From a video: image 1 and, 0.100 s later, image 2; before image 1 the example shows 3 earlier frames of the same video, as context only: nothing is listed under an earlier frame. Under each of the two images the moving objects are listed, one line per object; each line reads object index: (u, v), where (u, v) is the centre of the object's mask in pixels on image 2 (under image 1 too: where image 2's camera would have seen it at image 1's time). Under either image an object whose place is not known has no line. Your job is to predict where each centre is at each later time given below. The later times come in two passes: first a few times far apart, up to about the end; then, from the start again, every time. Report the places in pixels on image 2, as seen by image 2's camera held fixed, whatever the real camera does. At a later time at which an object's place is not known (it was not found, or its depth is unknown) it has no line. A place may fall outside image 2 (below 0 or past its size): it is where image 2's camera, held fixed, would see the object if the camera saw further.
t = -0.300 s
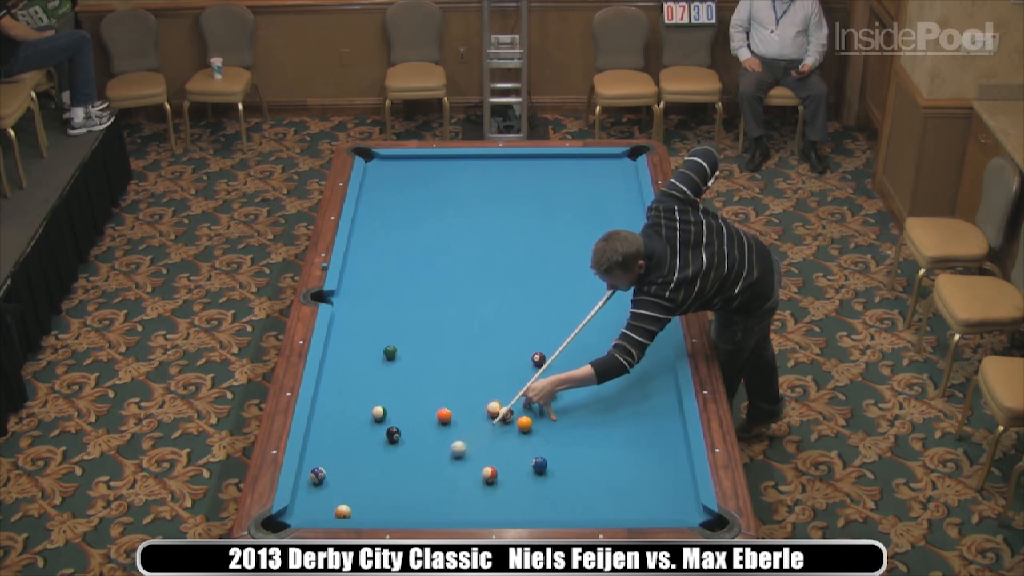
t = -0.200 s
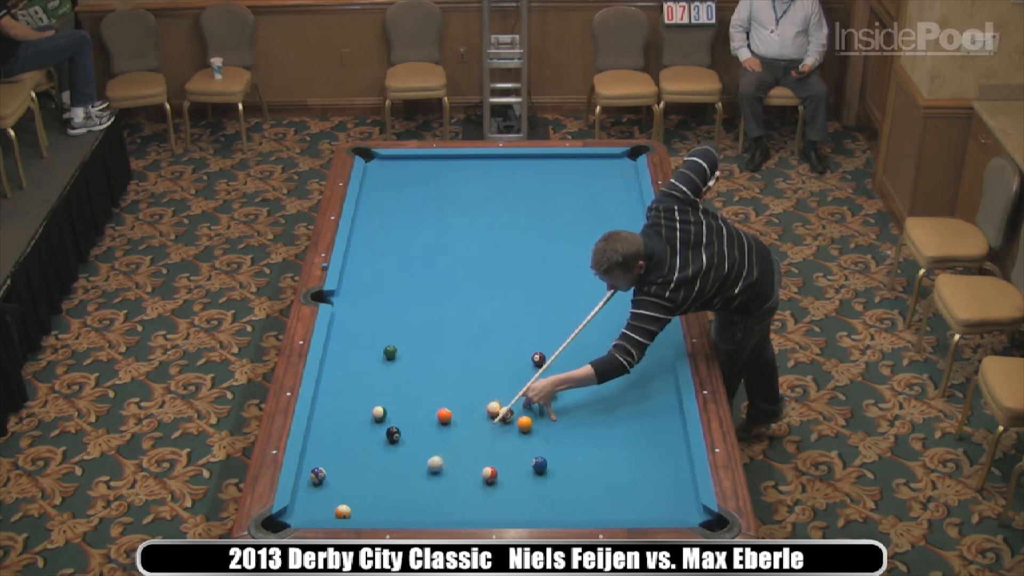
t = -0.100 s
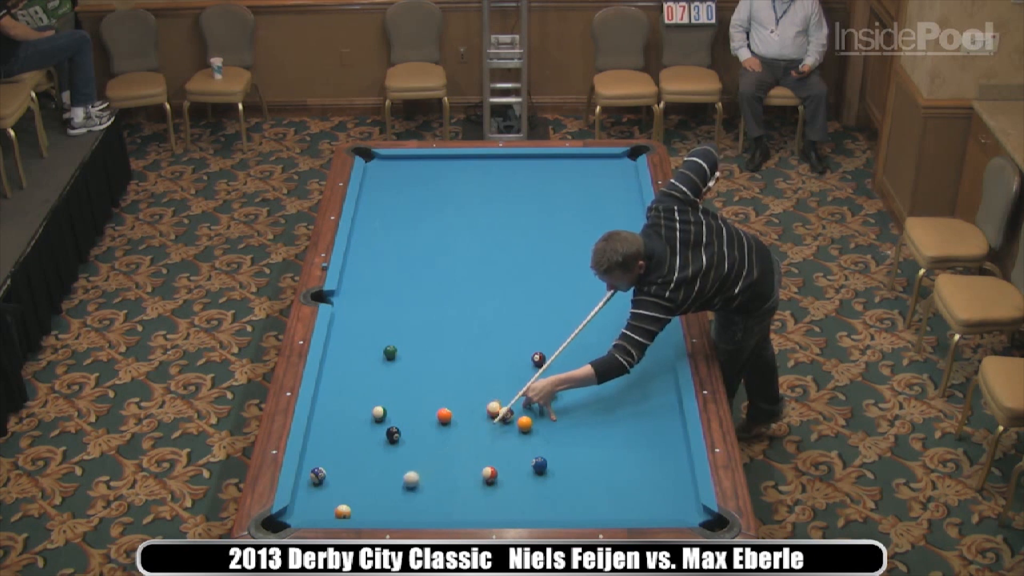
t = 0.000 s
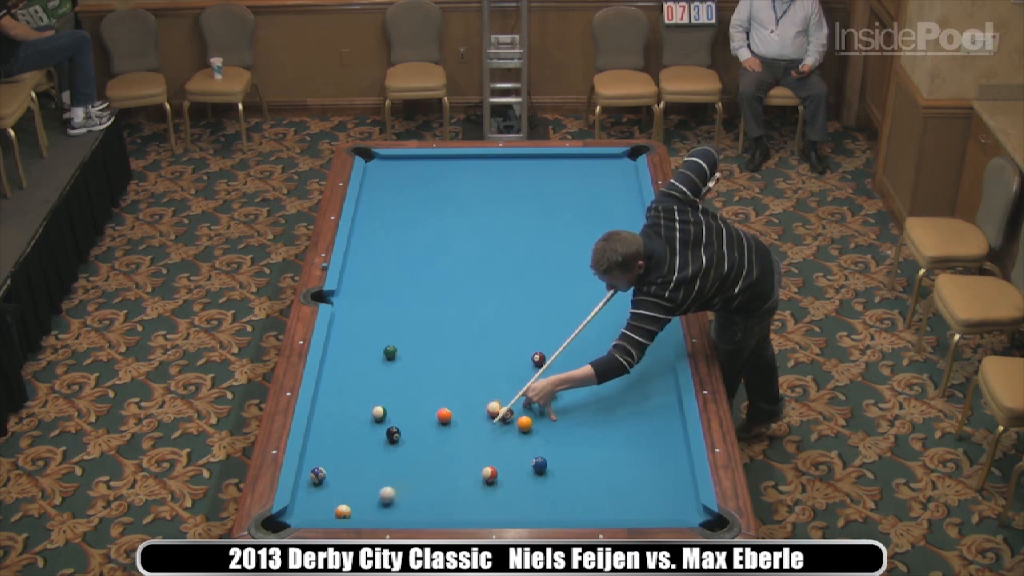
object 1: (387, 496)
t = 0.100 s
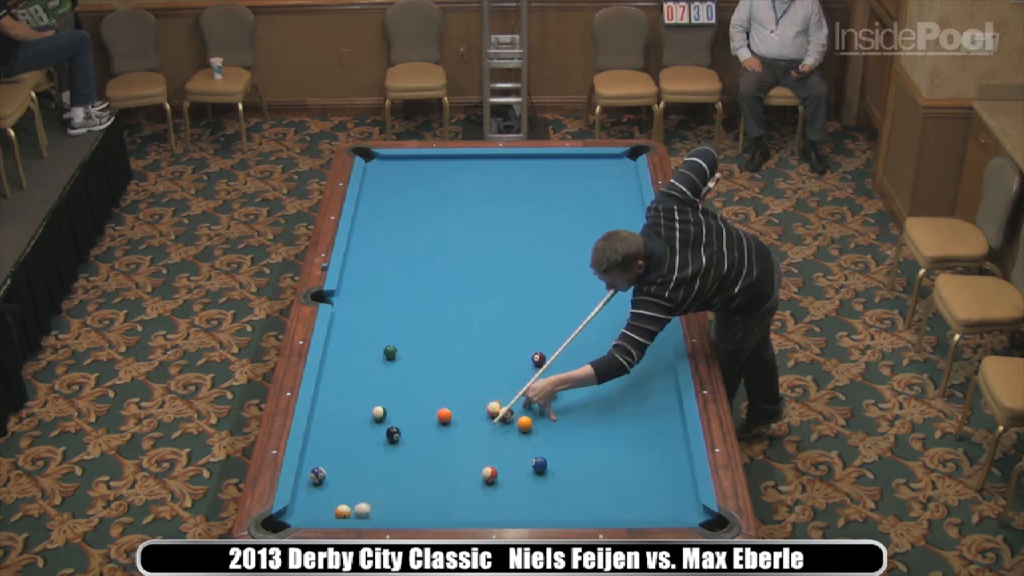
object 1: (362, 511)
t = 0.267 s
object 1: (359, 506)
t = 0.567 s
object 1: (357, 482)
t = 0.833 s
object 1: (355, 463)
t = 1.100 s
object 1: (353, 446)
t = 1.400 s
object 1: (351, 428)
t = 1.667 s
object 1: (349, 415)
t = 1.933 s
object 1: (347, 402)
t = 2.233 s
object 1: (346, 390)
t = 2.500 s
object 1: (344, 379)
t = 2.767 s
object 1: (343, 371)
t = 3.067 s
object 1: (341, 362)
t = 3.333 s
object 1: (341, 354)
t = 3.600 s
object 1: (340, 348)
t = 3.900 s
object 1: (340, 342)
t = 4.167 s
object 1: (340, 338)
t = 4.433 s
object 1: (339, 334)
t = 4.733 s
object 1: (340, 331)
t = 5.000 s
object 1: (340, 329)
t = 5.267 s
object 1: (340, 328)
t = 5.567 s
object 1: (340, 328)
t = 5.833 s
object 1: (340, 328)
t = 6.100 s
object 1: (340, 328)
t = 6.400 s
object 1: (340, 328)
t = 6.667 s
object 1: (340, 327)
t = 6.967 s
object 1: (340, 327)
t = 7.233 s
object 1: (340, 327)
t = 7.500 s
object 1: (340, 327)
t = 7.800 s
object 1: (340, 327)
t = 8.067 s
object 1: (340, 327)
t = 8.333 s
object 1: (340, 327)
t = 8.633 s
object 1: (340, 327)
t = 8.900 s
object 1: (340, 327)
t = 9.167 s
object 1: (340, 327)
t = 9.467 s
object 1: (340, 327)
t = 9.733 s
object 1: (340, 327)
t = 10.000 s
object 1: (340, 327)
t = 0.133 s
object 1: (359, 513)
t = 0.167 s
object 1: (359, 512)
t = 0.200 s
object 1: (360, 510)
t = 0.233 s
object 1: (360, 508)
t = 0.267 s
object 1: (359, 506)
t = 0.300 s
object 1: (359, 503)
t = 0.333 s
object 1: (359, 500)
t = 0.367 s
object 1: (359, 498)
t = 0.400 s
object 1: (358, 495)
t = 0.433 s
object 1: (358, 492)
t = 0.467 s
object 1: (357, 490)
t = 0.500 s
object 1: (357, 487)
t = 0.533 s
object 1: (357, 485)
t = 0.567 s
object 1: (357, 482)
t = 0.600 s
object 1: (356, 480)
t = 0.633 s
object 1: (356, 477)
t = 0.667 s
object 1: (356, 475)
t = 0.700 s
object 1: (356, 473)
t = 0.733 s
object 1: (356, 470)
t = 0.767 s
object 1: (355, 468)
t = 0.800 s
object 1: (355, 465)
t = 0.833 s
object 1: (355, 463)
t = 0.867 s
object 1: (355, 461)
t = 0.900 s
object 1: (354, 459)
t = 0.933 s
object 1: (354, 456)
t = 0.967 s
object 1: (354, 455)
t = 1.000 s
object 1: (353, 452)
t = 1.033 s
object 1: (353, 450)
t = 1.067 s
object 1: (353, 448)
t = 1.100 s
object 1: (353, 446)
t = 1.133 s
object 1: (353, 444)
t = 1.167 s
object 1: (353, 442)
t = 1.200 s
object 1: (352, 440)
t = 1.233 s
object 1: (352, 438)
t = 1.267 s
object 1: (352, 436)
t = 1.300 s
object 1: (352, 434)
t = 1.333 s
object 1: (351, 432)
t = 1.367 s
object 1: (351, 430)
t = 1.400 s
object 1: (351, 428)
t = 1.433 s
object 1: (350, 427)
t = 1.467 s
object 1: (350, 425)
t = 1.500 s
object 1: (350, 423)
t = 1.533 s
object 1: (350, 421)
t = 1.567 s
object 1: (350, 420)
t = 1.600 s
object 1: (349, 418)
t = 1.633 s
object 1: (349, 416)
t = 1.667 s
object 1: (349, 415)
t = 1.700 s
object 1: (349, 413)
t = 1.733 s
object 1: (348, 412)
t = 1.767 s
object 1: (348, 410)
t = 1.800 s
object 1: (348, 408)
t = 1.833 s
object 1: (348, 407)
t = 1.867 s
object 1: (348, 405)
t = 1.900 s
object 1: (348, 404)
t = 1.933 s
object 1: (347, 402)
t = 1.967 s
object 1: (347, 401)
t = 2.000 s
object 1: (347, 399)
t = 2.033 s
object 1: (347, 398)
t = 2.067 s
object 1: (347, 397)
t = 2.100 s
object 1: (346, 395)
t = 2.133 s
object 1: (346, 394)
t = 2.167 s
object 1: (346, 392)
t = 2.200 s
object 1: (346, 391)
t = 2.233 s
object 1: (346, 390)
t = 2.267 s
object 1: (346, 388)
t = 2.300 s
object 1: (345, 387)
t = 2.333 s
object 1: (345, 386)
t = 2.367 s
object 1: (345, 384)
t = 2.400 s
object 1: (345, 383)
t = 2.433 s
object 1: (344, 382)
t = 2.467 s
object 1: (344, 381)
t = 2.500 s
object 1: (344, 379)
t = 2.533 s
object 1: (344, 378)
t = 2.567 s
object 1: (344, 377)
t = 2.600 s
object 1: (344, 376)
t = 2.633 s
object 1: (344, 375)
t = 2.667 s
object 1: (343, 374)
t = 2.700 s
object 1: (343, 373)
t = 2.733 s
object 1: (343, 372)
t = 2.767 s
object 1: (343, 371)
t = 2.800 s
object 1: (343, 370)
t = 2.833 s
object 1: (343, 369)
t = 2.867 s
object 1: (342, 368)
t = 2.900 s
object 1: (342, 366)
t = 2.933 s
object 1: (342, 365)
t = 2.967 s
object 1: (342, 365)
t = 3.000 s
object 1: (342, 363)
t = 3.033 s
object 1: (342, 363)
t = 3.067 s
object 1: (341, 362)
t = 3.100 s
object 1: (341, 360)
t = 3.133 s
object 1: (341, 360)
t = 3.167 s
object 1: (341, 359)
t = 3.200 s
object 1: (341, 358)
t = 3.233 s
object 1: (341, 357)
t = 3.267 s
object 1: (341, 356)
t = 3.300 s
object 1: (341, 355)
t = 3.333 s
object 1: (341, 354)
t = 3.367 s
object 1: (341, 353)
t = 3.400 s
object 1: (341, 353)
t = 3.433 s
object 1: (341, 352)
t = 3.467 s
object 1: (341, 351)
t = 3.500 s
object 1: (340, 350)
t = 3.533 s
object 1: (340, 350)
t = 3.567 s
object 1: (340, 349)
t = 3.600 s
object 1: (340, 348)
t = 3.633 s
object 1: (340, 347)
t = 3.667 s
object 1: (340, 347)
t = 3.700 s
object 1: (340, 346)
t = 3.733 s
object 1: (340, 346)
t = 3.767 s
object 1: (340, 345)
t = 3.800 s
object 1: (340, 344)
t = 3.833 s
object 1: (340, 344)
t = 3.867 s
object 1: (340, 343)
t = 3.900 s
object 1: (340, 342)
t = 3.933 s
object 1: (340, 342)
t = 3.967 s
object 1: (340, 341)
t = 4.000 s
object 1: (340, 341)
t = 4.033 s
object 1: (340, 340)
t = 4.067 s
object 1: (340, 340)
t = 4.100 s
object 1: (339, 339)
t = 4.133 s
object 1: (340, 339)
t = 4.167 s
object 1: (340, 338)
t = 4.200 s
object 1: (340, 338)
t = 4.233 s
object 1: (340, 337)
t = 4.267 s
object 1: (340, 337)
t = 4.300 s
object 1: (340, 336)
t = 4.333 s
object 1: (339, 336)
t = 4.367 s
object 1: (339, 335)
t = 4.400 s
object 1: (340, 335)
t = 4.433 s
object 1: (339, 334)
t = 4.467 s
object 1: (340, 334)
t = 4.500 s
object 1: (340, 334)
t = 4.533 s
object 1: (340, 333)
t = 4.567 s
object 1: (339, 333)
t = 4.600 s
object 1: (339, 333)
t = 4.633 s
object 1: (340, 332)
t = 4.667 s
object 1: (340, 332)
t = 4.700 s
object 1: (340, 332)
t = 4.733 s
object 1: (340, 331)
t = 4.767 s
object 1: (340, 331)
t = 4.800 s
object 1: (340, 331)
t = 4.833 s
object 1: (340, 330)
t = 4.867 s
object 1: (340, 330)
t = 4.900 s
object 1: (340, 330)
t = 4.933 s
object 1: (340, 330)
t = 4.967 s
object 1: (340, 330)
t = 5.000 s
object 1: (340, 329)
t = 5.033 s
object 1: (340, 329)
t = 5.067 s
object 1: (340, 329)
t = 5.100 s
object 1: (340, 329)
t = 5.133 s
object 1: (340, 329)
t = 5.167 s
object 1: (340, 328)
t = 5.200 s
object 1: (340, 328)
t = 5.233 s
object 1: (340, 328)
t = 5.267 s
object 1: (340, 328)
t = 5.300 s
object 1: (340, 328)
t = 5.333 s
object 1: (340, 328)
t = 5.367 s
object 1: (340, 328)
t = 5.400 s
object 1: (340, 328)
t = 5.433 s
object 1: (340, 328)
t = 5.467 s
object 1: (340, 328)
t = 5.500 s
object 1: (340, 328)
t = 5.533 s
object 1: (340, 328)
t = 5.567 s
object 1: (340, 328)
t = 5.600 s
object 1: (340, 328)
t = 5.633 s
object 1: (340, 328)
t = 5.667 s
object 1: (340, 328)
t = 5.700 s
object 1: (340, 328)
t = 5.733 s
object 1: (340, 328)
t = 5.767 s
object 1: (340, 328)
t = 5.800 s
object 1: (340, 328)
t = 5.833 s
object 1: (340, 328)
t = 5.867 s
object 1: (340, 328)
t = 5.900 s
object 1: (340, 328)
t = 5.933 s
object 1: (340, 328)
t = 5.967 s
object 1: (340, 328)
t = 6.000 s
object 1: (340, 328)
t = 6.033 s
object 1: (340, 328)
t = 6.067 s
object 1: (340, 328)
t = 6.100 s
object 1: (340, 328)
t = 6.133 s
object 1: (340, 328)
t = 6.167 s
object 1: (340, 328)
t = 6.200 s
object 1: (340, 328)
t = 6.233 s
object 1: (340, 328)
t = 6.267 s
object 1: (340, 328)
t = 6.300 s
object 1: (340, 328)
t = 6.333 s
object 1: (340, 328)
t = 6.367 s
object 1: (340, 328)
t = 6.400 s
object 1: (340, 328)
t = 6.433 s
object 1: (340, 328)
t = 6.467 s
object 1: (340, 328)
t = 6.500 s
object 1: (340, 328)
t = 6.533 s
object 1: (340, 328)
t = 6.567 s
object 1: (340, 328)
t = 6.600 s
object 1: (340, 328)
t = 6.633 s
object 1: (340, 328)
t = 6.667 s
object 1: (340, 327)
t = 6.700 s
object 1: (340, 327)
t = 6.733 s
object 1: (340, 327)
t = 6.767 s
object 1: (340, 327)
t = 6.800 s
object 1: (340, 327)
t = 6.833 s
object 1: (340, 327)
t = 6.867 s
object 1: (340, 327)
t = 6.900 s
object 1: (340, 327)
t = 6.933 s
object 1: (340, 327)
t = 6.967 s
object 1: (340, 327)
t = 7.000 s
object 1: (340, 327)
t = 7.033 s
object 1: (340, 327)
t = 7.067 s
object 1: (340, 327)
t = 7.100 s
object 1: (340, 327)
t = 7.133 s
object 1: (340, 327)
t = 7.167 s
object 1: (340, 327)
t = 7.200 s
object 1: (340, 327)
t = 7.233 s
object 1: (340, 327)
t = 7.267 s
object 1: (340, 327)
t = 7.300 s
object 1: (340, 327)
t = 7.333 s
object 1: (340, 327)
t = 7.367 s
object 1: (340, 327)
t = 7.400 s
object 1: (340, 327)
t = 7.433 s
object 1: (340, 327)
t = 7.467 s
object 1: (340, 327)
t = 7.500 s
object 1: (340, 327)
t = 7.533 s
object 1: (340, 327)
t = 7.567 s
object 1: (340, 327)
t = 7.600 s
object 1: (340, 327)
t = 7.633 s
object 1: (340, 327)
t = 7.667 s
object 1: (340, 327)
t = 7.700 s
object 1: (340, 327)
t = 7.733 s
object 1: (340, 327)
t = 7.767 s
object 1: (340, 327)
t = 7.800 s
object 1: (340, 327)
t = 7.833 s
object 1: (340, 327)
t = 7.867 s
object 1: (340, 327)
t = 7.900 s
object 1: (340, 327)
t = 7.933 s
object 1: (340, 327)
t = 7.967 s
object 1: (340, 327)
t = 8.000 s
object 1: (340, 327)
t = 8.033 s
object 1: (340, 327)
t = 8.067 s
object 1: (340, 327)
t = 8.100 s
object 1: (340, 327)
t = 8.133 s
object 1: (340, 327)
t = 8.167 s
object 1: (340, 327)
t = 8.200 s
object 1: (340, 327)
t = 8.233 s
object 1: (340, 327)
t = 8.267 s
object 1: (340, 327)
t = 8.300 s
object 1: (340, 327)
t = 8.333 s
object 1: (340, 327)
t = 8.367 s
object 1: (340, 327)
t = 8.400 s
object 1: (340, 327)
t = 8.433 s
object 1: (340, 327)
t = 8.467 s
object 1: (340, 327)
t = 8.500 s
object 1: (340, 327)
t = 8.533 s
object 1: (340, 327)
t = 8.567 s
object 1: (340, 327)
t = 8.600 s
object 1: (340, 327)
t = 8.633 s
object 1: (340, 327)
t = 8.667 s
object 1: (340, 327)
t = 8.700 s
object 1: (340, 327)
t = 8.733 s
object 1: (340, 327)
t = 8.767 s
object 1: (340, 327)
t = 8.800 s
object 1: (340, 327)
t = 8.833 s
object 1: (340, 327)
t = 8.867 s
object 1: (340, 327)
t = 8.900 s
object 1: (340, 327)
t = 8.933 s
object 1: (340, 327)
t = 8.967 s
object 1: (340, 327)
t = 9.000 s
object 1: (340, 327)
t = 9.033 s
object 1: (340, 327)
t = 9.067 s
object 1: (340, 327)
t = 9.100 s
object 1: (340, 327)
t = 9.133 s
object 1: (340, 327)
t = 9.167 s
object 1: (340, 327)
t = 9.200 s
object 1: (340, 327)
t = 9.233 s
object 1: (340, 327)
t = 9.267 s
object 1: (340, 327)
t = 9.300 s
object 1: (340, 327)
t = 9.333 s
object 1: (340, 327)
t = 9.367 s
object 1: (340, 327)
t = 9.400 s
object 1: (340, 327)
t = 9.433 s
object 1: (340, 327)
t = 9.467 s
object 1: (340, 327)
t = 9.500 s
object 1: (340, 327)
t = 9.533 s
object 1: (340, 327)
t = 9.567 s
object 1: (340, 327)
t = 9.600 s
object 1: (340, 327)
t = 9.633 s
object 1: (340, 327)
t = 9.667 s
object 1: (340, 327)
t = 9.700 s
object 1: (340, 327)
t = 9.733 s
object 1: (340, 327)
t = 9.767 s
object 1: (340, 327)
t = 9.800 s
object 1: (340, 327)
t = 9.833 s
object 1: (340, 327)
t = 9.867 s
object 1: (340, 327)
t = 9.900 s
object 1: (340, 327)
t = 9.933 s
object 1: (340, 327)
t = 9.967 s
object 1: (340, 327)
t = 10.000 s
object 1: (340, 327)
